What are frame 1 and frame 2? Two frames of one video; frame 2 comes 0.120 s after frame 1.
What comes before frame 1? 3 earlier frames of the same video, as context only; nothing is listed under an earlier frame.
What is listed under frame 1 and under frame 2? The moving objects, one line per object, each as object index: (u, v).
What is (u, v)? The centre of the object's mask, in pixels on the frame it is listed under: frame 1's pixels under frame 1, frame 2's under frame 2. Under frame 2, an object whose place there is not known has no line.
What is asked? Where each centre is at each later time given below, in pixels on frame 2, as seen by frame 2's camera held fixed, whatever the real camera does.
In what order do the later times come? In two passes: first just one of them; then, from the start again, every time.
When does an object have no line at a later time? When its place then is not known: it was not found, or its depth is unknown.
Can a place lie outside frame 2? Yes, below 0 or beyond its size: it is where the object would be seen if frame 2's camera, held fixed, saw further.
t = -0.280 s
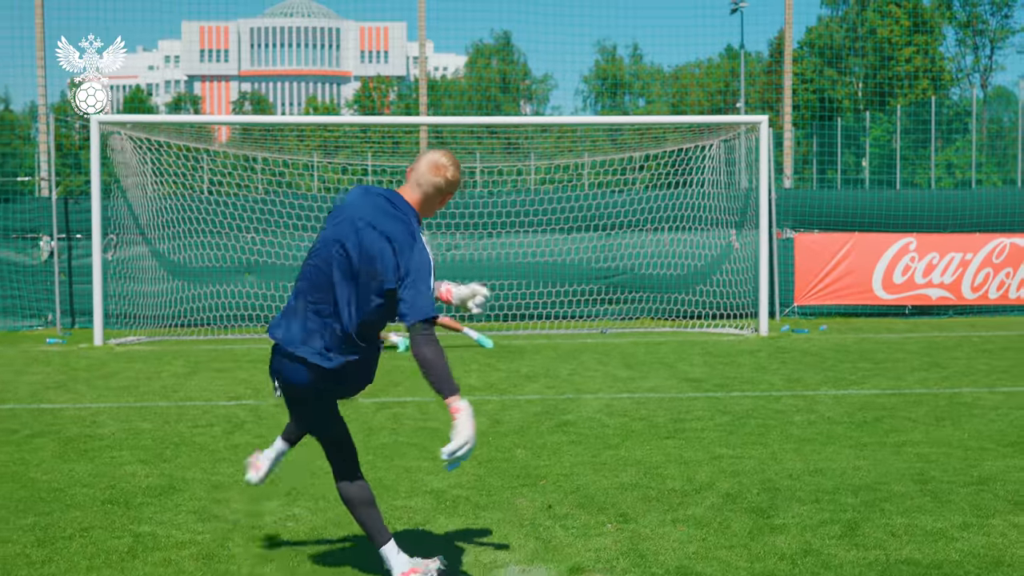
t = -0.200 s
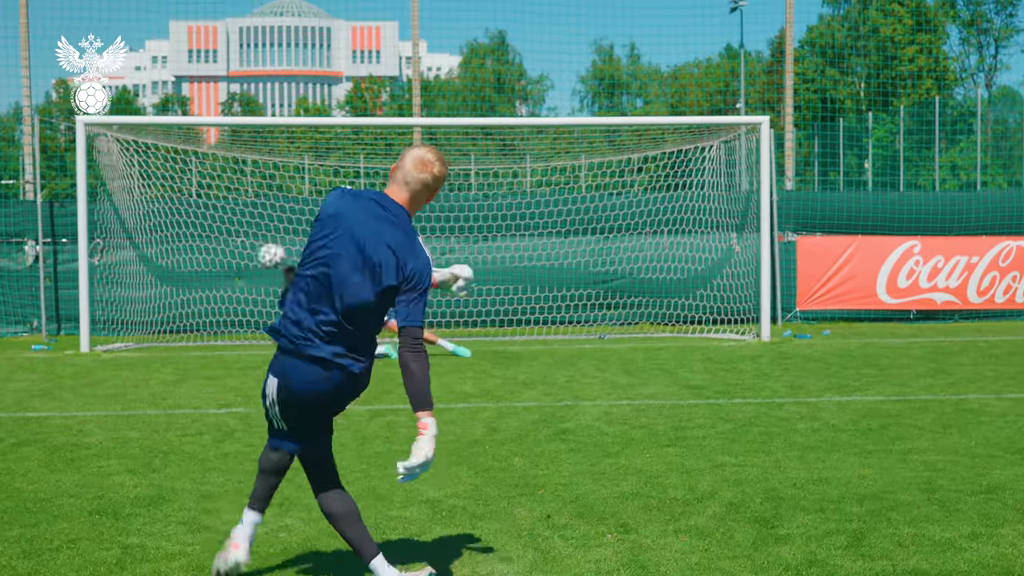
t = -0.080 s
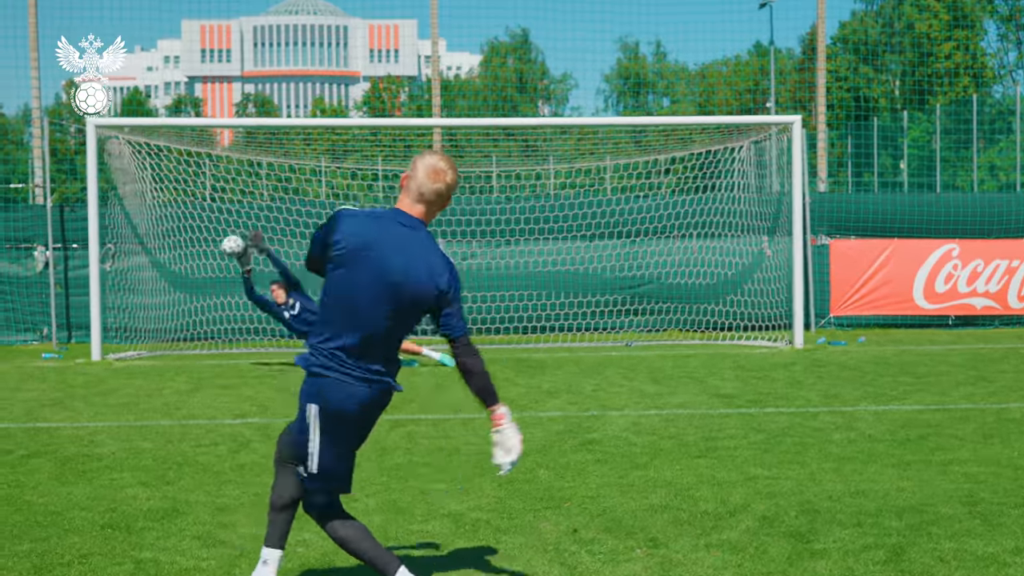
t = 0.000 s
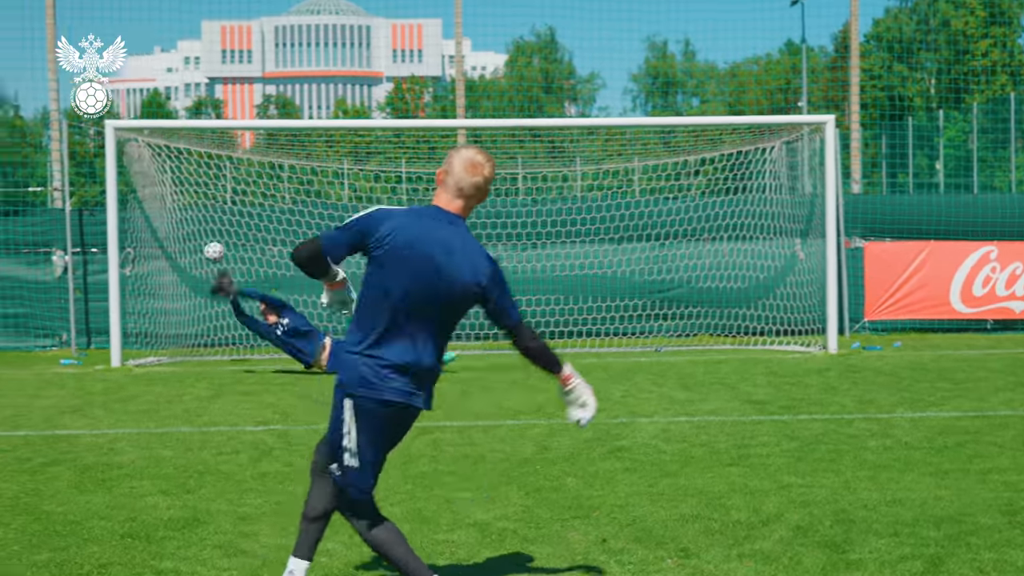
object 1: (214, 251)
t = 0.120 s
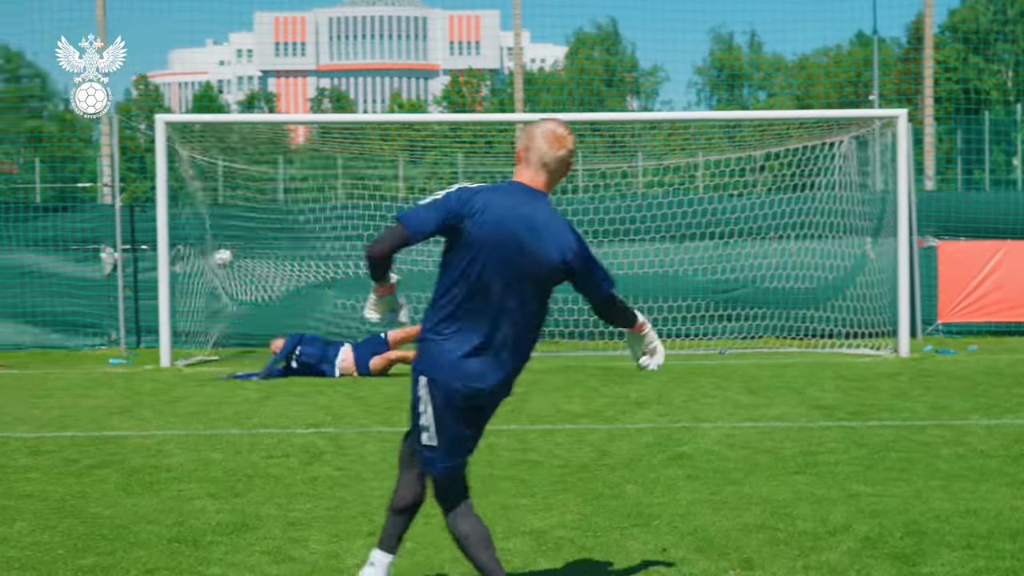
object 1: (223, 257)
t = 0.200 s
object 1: (222, 242)
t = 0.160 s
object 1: (221, 250)
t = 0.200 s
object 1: (222, 242)
